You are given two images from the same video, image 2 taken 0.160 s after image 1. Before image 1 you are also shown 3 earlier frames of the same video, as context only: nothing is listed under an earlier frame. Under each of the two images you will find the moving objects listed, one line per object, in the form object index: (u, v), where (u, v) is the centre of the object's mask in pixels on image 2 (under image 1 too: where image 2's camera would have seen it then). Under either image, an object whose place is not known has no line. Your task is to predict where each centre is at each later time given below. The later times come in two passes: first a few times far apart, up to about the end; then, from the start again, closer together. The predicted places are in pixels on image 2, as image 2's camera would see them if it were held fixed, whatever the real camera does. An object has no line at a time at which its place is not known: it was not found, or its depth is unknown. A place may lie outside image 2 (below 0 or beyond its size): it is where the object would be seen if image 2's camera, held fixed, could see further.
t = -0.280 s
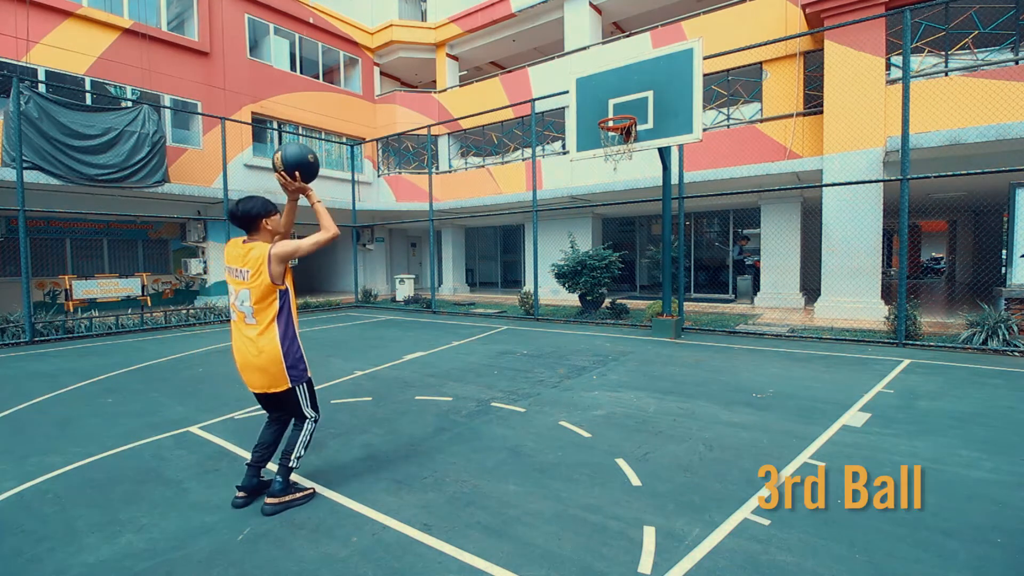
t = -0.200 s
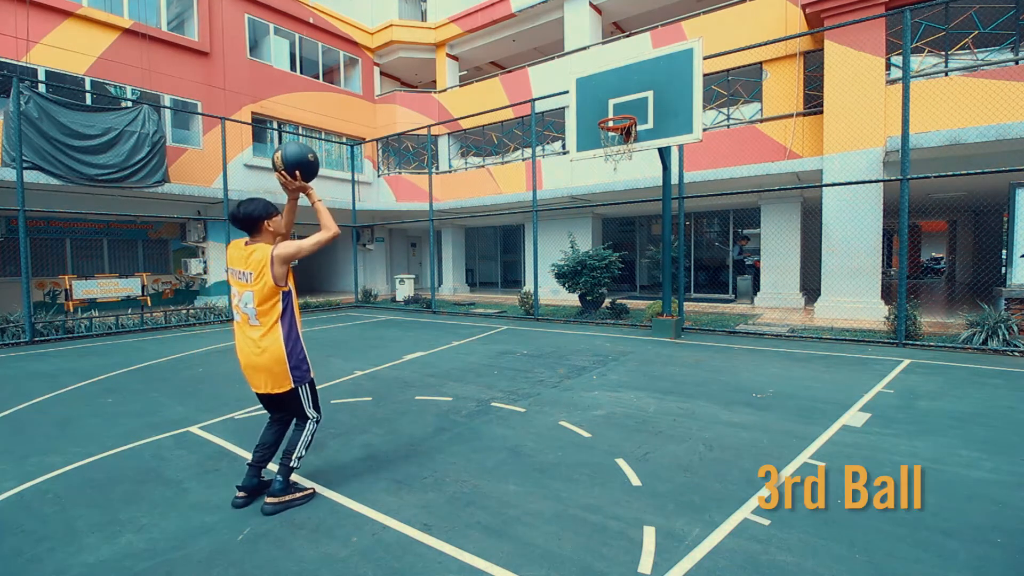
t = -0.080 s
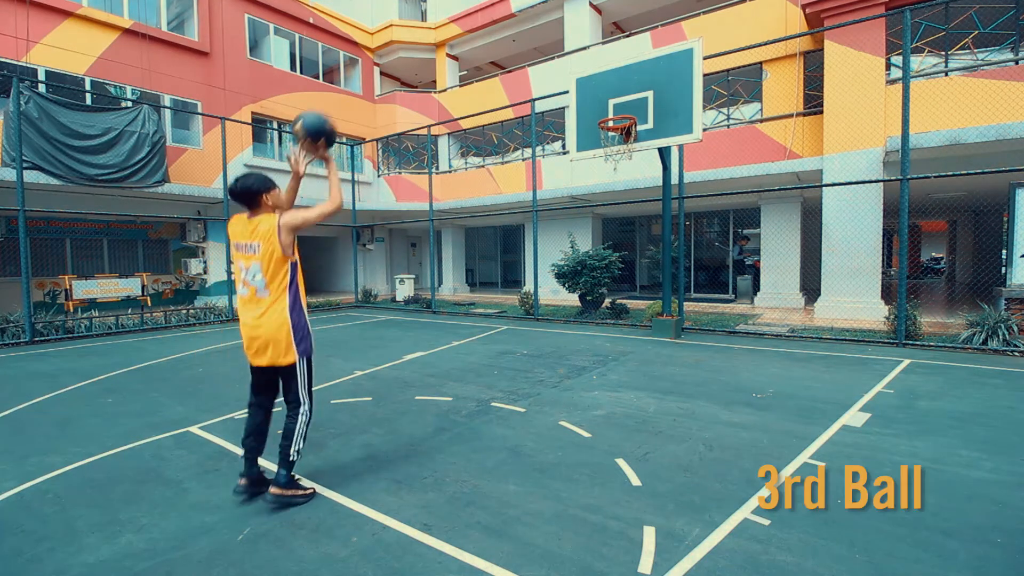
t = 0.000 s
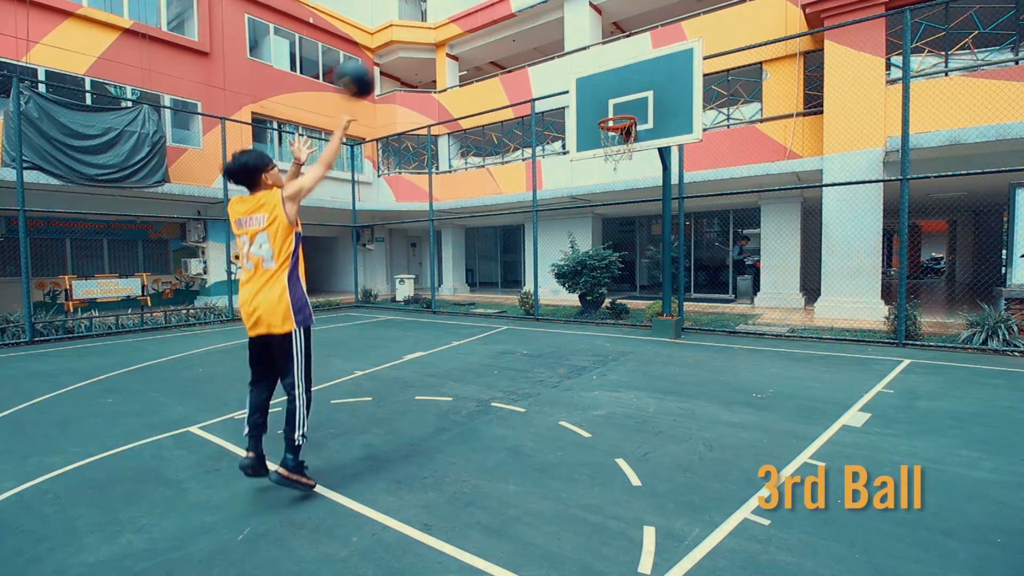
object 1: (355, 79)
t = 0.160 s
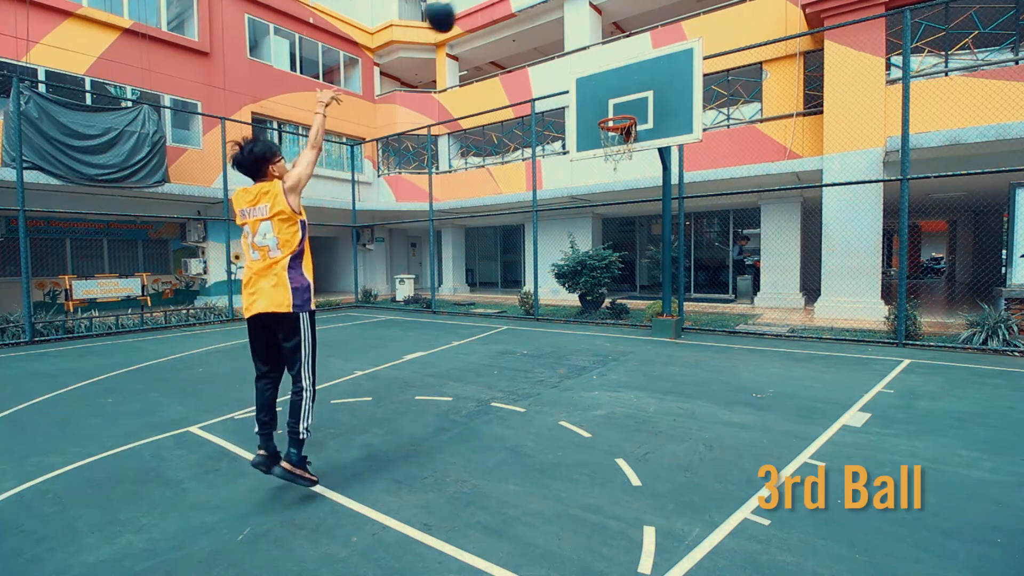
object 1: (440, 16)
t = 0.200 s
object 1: (458, 11)
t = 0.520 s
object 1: (558, 21)
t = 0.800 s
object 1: (614, 99)
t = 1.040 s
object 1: (630, 99)
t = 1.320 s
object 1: (629, 109)
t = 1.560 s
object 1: (607, 112)
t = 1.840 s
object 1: (605, 115)
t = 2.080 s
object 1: (611, 116)
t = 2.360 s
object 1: (617, 116)
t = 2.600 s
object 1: (618, 116)
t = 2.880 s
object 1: (617, 116)
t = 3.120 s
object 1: (615, 115)
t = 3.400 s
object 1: (614, 117)
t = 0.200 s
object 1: (458, 11)
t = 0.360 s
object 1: (515, 7)
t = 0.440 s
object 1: (538, 10)
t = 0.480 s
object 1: (549, 14)
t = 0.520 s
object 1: (558, 21)
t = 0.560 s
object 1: (568, 29)
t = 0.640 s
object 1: (585, 49)
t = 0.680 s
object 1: (593, 61)
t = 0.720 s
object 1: (601, 73)
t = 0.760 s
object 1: (607, 85)
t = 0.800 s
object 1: (614, 99)
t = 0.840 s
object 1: (619, 107)
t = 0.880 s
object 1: (621, 103)
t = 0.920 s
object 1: (623, 100)
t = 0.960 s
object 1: (626, 99)
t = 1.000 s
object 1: (628, 98)
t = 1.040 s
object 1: (630, 99)
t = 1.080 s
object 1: (633, 102)
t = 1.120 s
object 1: (635, 105)
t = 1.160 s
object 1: (634, 105)
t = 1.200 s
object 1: (633, 104)
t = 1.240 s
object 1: (632, 105)
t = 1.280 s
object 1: (630, 107)
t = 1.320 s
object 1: (629, 109)
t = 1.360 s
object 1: (626, 110)
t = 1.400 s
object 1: (621, 109)
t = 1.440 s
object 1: (618, 110)
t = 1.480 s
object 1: (614, 111)
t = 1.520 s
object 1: (611, 111)
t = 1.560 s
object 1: (607, 112)
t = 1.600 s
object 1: (605, 113)
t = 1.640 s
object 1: (604, 114)
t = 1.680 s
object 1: (604, 114)
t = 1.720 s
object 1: (604, 114)
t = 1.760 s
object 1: (604, 114)
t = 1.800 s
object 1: (605, 113)
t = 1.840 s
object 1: (605, 115)
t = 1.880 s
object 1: (606, 113)
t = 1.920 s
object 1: (608, 116)
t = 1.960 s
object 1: (609, 116)
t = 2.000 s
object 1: (610, 116)
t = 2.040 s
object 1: (611, 116)
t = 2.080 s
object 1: (611, 116)
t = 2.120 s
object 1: (612, 116)
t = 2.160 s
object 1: (613, 116)
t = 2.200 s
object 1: (614, 116)
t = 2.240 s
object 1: (615, 116)
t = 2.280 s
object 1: (615, 116)
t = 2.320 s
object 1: (616, 116)
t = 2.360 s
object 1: (617, 116)
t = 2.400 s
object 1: (617, 116)
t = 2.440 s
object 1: (617, 116)
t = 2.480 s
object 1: (618, 115)
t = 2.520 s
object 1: (618, 116)
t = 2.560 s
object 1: (618, 115)
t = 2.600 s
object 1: (618, 116)
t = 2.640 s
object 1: (618, 116)
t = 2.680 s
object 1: (618, 116)
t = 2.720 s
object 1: (618, 116)
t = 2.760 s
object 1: (618, 116)
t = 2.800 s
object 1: (618, 116)
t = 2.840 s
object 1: (617, 116)
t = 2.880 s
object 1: (617, 116)
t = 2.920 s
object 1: (617, 115)
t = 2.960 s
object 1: (617, 115)
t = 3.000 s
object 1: (616, 115)
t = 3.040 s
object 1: (616, 112)
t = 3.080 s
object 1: (616, 114)
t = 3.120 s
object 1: (615, 115)
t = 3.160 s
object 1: (615, 115)
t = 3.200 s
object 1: (615, 115)
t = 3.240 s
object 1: (615, 115)
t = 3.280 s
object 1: (615, 115)
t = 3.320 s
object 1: (615, 115)
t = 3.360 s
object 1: (615, 115)
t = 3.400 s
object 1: (614, 117)
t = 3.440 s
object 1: (613, 115)
